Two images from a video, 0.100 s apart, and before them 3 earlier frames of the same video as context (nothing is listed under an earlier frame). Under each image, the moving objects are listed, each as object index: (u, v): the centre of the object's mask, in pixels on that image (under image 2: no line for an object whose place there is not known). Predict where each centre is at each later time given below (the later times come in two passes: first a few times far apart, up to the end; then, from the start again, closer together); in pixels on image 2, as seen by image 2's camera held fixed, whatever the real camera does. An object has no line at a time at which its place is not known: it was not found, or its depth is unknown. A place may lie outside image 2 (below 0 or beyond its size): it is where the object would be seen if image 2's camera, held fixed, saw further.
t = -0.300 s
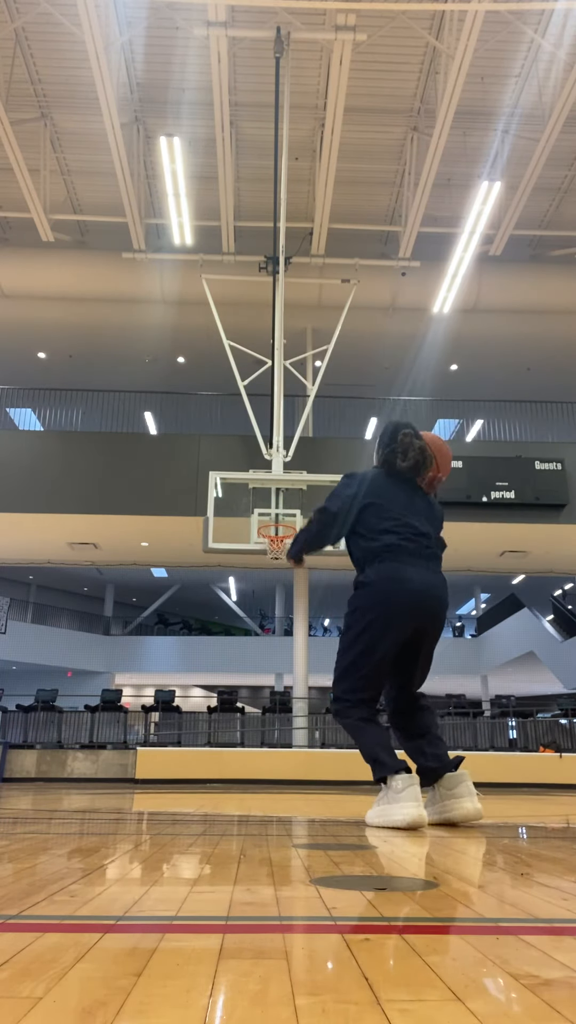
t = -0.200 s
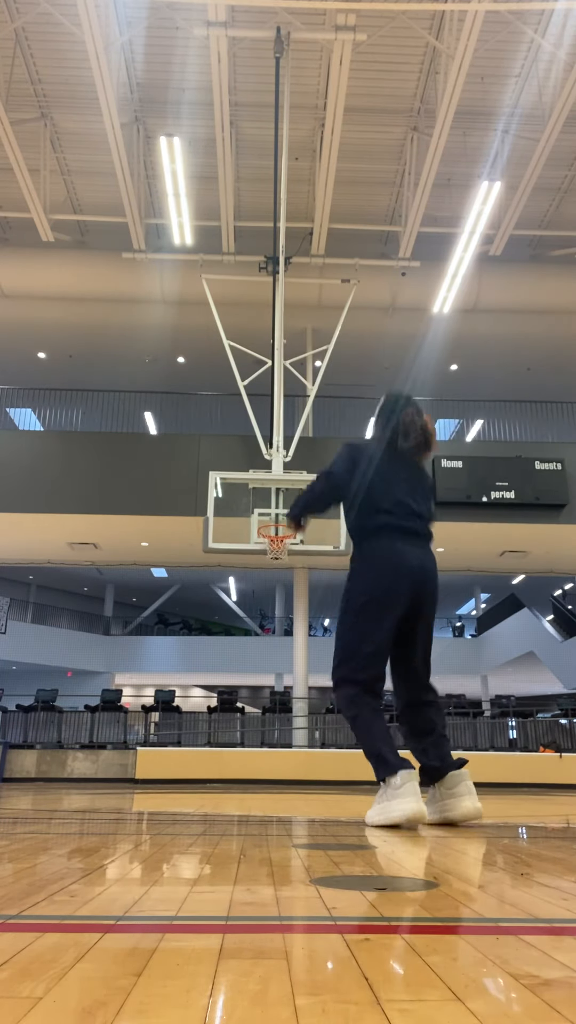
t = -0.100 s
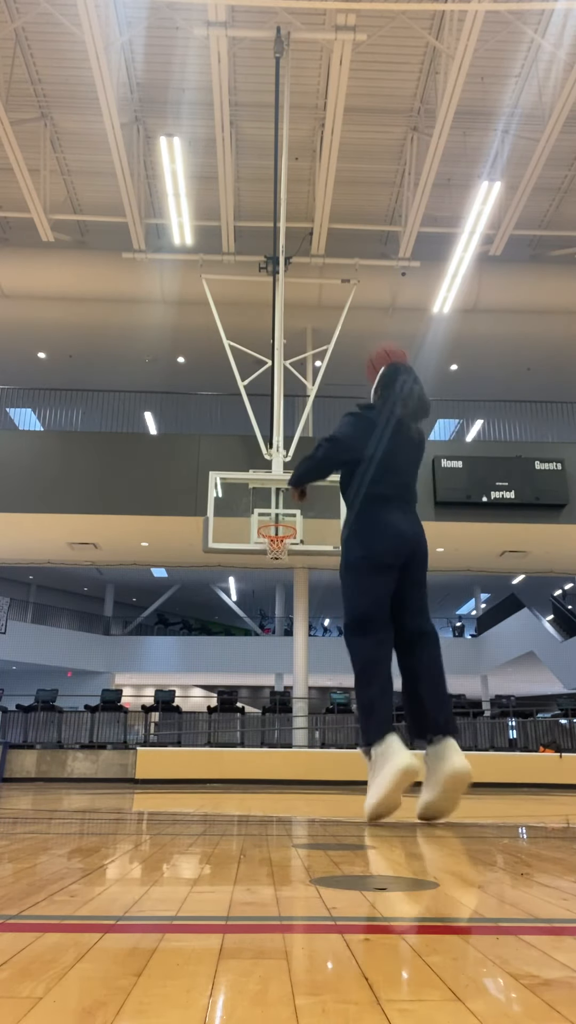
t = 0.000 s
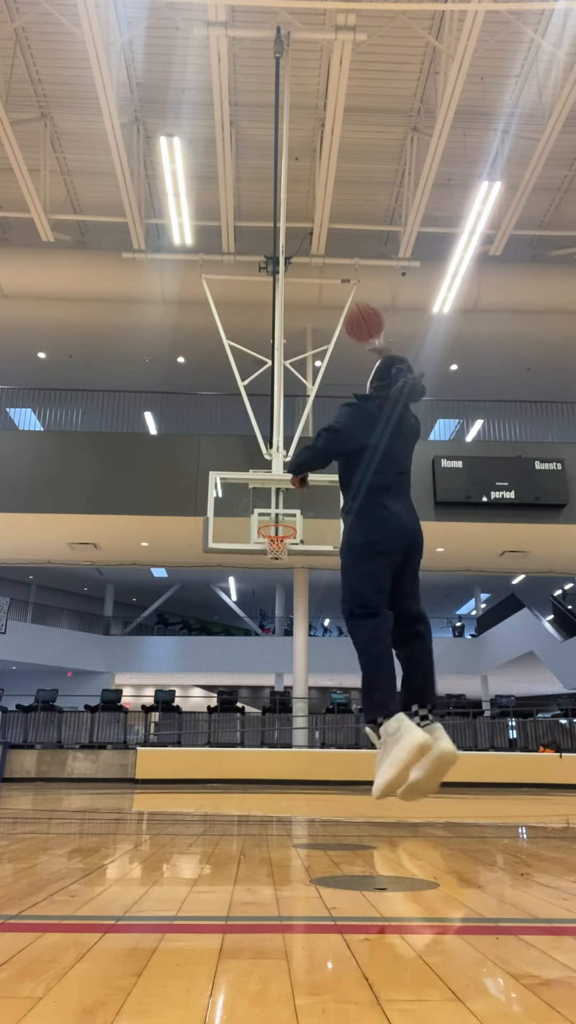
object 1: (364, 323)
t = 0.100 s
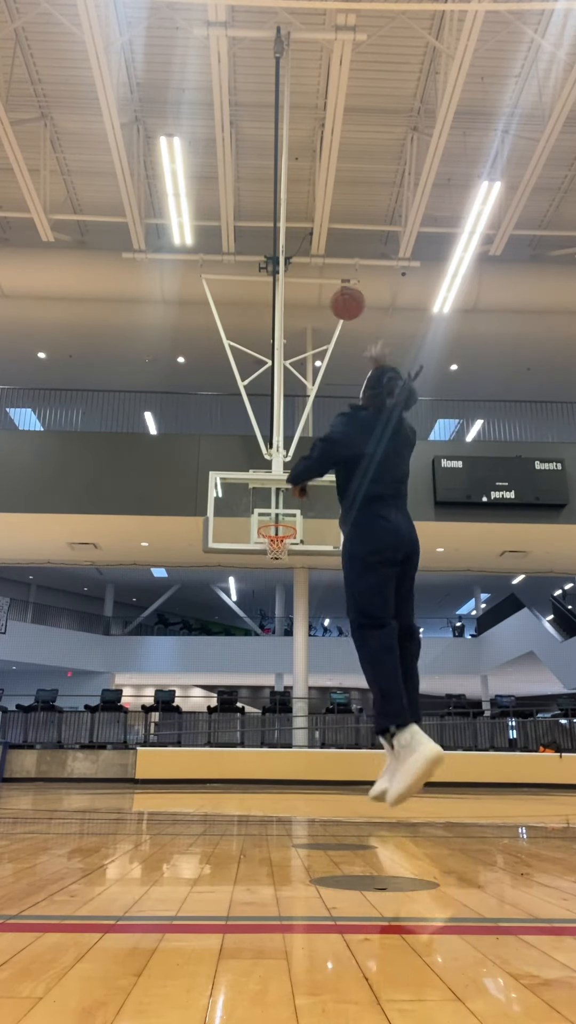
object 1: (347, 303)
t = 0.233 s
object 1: (331, 299)
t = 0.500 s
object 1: (309, 338)
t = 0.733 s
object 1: (297, 405)
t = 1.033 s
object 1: (283, 520)
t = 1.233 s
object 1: (271, 509)
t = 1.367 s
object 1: (263, 493)
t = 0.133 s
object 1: (343, 301)
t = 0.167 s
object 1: (339, 299)
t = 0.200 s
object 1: (334, 298)
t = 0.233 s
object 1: (331, 299)
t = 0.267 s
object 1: (327, 301)
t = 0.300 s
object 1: (324, 304)
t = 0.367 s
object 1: (319, 312)
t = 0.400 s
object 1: (316, 318)
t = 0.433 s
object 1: (313, 324)
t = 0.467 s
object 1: (311, 330)
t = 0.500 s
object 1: (309, 338)
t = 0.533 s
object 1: (307, 346)
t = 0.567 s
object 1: (305, 355)
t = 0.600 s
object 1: (304, 363)
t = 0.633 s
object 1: (302, 373)
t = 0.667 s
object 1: (300, 384)
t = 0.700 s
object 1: (298, 394)
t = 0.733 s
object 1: (297, 405)
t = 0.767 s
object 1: (296, 416)
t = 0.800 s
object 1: (294, 428)
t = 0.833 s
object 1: (293, 441)
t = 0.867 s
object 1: (292, 454)
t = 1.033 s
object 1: (283, 520)
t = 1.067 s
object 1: (283, 521)
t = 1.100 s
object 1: (281, 526)
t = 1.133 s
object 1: (278, 526)
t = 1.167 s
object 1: (275, 519)
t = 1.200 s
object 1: (274, 515)
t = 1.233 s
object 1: (271, 509)
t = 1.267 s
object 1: (270, 504)
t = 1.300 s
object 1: (267, 499)
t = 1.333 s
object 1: (265, 495)
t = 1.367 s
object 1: (263, 493)
